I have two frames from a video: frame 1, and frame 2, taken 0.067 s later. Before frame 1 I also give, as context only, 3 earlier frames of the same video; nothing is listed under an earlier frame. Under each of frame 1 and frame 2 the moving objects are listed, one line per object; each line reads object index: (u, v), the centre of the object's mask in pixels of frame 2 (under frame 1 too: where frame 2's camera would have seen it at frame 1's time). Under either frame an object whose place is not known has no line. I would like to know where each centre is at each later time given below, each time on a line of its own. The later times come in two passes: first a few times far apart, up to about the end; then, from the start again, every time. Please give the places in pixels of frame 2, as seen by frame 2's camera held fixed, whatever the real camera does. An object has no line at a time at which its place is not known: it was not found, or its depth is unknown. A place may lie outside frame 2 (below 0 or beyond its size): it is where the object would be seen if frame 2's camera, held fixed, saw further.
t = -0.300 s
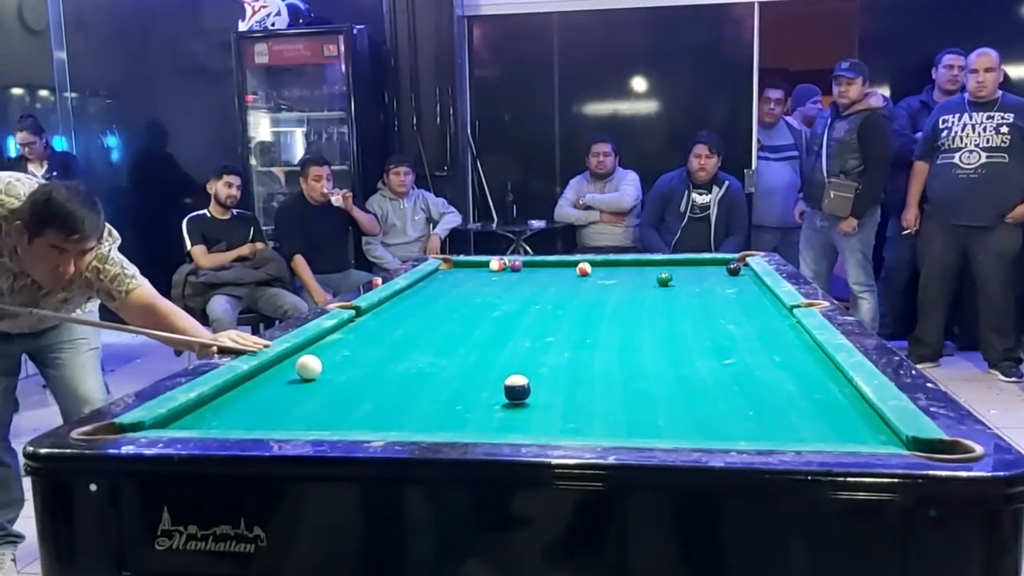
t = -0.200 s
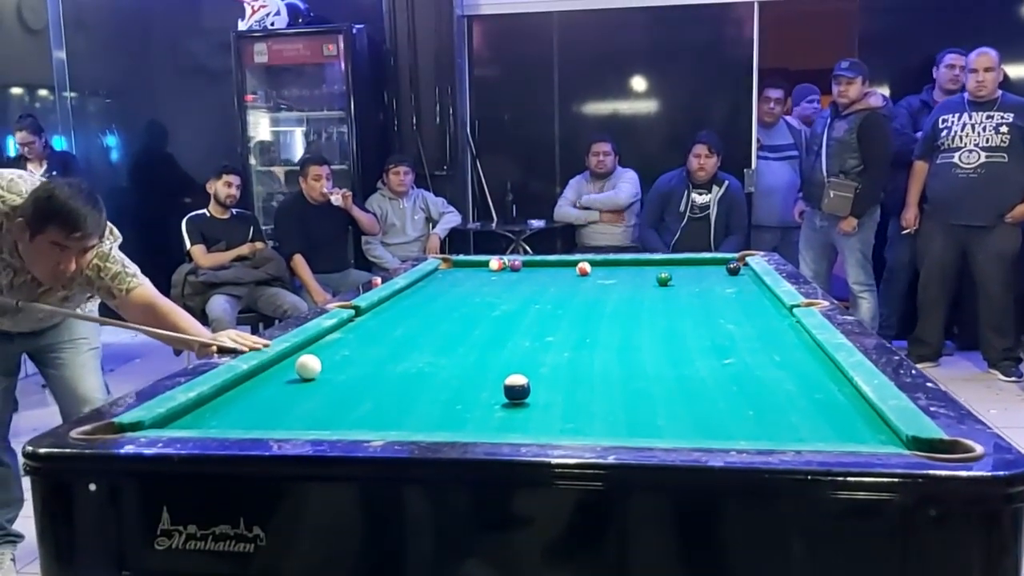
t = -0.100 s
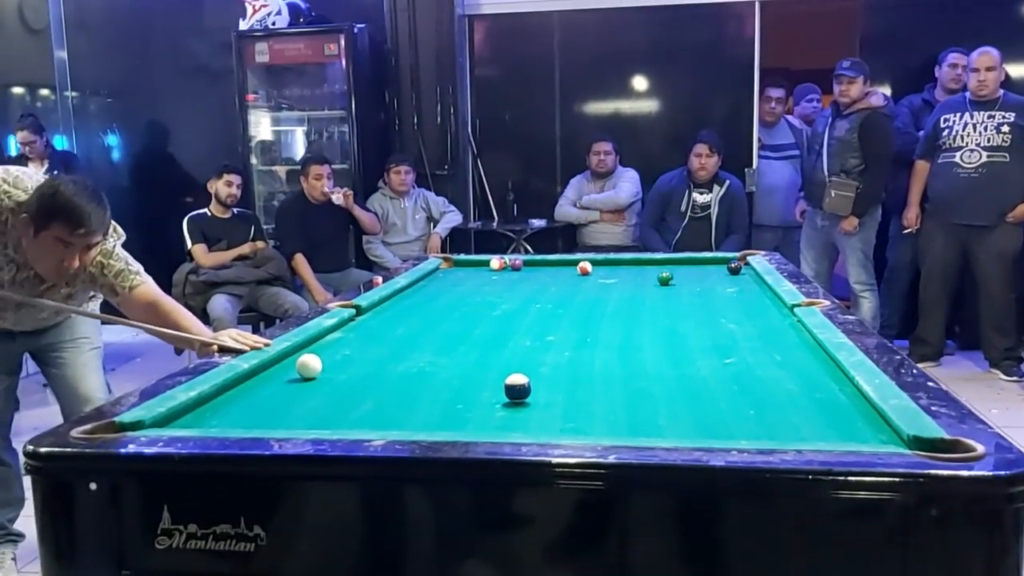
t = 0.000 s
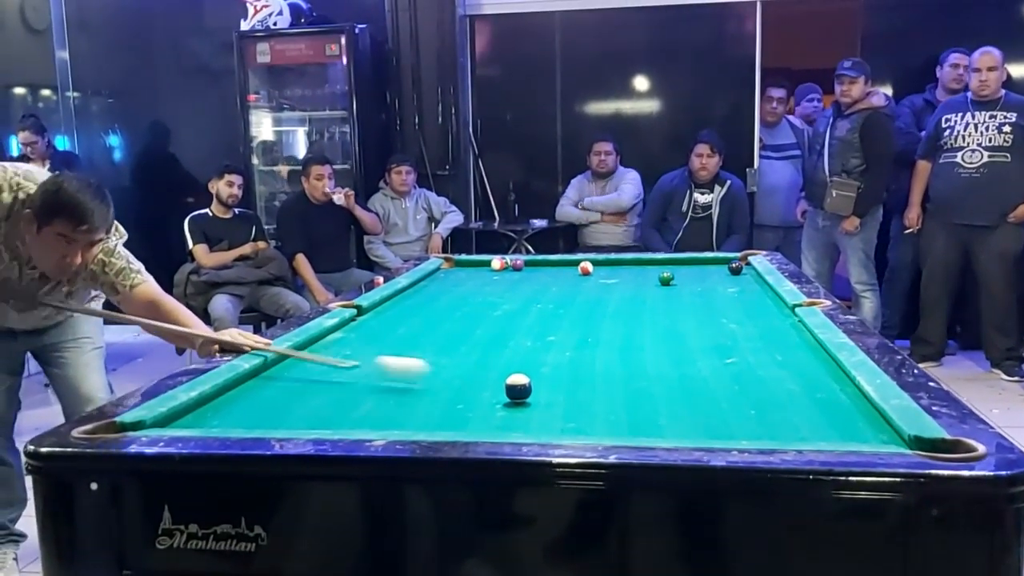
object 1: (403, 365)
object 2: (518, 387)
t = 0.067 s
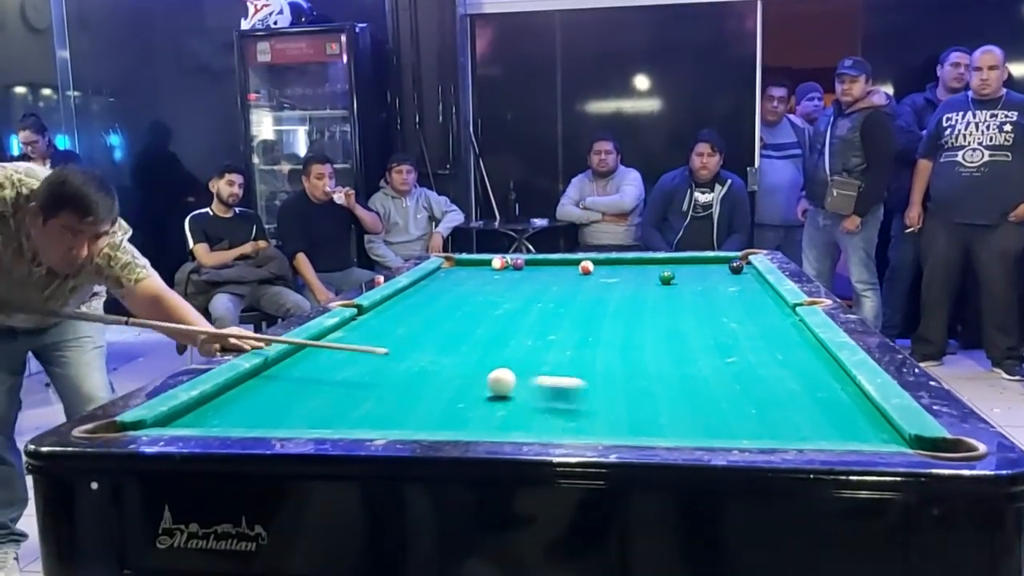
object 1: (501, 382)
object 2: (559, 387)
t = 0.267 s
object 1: (577, 377)
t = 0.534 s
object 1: (706, 374)
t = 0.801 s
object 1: (831, 371)
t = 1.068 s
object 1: (740, 366)
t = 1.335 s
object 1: (657, 361)
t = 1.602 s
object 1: (586, 356)
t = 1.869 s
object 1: (523, 352)
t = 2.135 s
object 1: (469, 348)
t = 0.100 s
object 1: (510, 380)
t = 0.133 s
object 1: (521, 379)
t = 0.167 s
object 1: (533, 378)
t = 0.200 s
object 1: (546, 377)
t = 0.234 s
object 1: (561, 377)
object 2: (920, 446)
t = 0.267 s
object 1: (577, 377)
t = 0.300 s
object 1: (593, 376)
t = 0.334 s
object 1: (609, 376)
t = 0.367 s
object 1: (625, 375)
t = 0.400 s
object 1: (642, 375)
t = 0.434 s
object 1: (658, 375)
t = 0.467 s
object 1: (675, 375)
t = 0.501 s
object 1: (690, 374)
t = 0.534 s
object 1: (706, 374)
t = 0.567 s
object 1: (723, 374)
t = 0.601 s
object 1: (739, 373)
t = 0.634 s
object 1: (754, 373)
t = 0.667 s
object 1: (770, 373)
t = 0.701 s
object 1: (786, 372)
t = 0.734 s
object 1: (801, 372)
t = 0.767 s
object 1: (817, 372)
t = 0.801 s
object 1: (831, 371)
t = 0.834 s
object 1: (822, 371)
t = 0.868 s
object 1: (809, 370)
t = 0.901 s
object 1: (797, 370)
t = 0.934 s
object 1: (785, 369)
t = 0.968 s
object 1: (773, 368)
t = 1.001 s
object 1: (762, 367)
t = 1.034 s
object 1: (750, 367)
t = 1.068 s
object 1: (740, 366)
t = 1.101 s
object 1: (729, 365)
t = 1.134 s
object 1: (718, 365)
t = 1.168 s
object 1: (707, 364)
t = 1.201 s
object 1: (697, 363)
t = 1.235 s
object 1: (687, 362)
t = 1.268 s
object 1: (677, 362)
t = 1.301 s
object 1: (667, 362)
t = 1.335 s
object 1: (657, 361)
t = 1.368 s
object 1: (648, 360)
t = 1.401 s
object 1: (639, 359)
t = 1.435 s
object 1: (629, 359)
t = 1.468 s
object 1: (620, 358)
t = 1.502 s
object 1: (611, 358)
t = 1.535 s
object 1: (603, 357)
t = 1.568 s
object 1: (594, 357)
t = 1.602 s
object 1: (586, 356)
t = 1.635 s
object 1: (577, 356)
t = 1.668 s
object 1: (569, 355)
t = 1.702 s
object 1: (561, 354)
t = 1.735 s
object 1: (553, 354)
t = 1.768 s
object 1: (545, 354)
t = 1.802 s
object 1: (538, 354)
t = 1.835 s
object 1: (530, 353)
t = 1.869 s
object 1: (523, 352)
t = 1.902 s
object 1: (515, 352)
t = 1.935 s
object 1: (508, 351)
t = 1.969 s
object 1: (501, 351)
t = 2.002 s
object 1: (495, 350)
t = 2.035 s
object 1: (488, 349)
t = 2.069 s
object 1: (481, 349)
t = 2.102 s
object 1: (474, 349)
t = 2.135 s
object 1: (469, 348)
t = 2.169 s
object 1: (463, 348)
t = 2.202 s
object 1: (457, 347)
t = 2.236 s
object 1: (450, 347)
